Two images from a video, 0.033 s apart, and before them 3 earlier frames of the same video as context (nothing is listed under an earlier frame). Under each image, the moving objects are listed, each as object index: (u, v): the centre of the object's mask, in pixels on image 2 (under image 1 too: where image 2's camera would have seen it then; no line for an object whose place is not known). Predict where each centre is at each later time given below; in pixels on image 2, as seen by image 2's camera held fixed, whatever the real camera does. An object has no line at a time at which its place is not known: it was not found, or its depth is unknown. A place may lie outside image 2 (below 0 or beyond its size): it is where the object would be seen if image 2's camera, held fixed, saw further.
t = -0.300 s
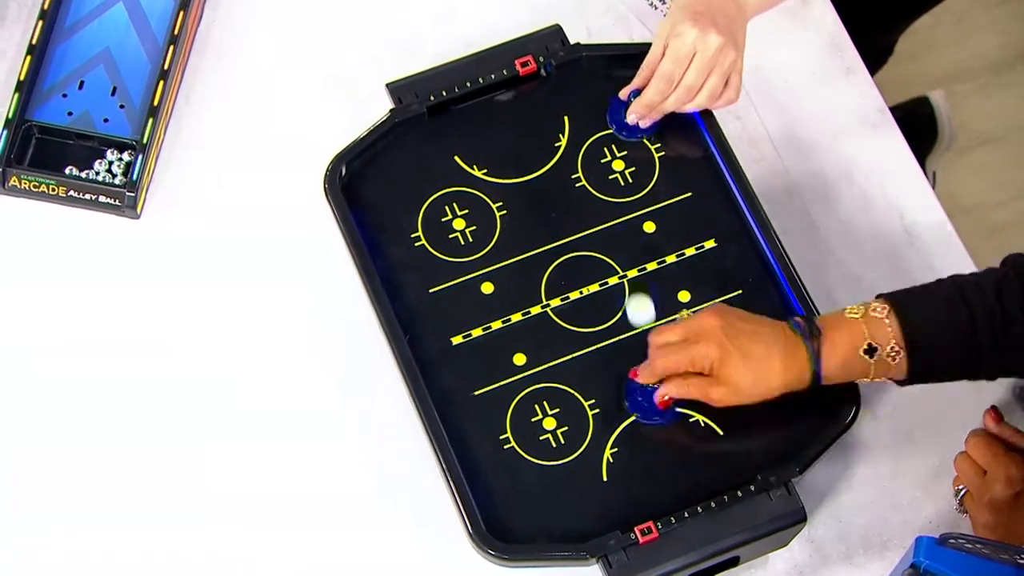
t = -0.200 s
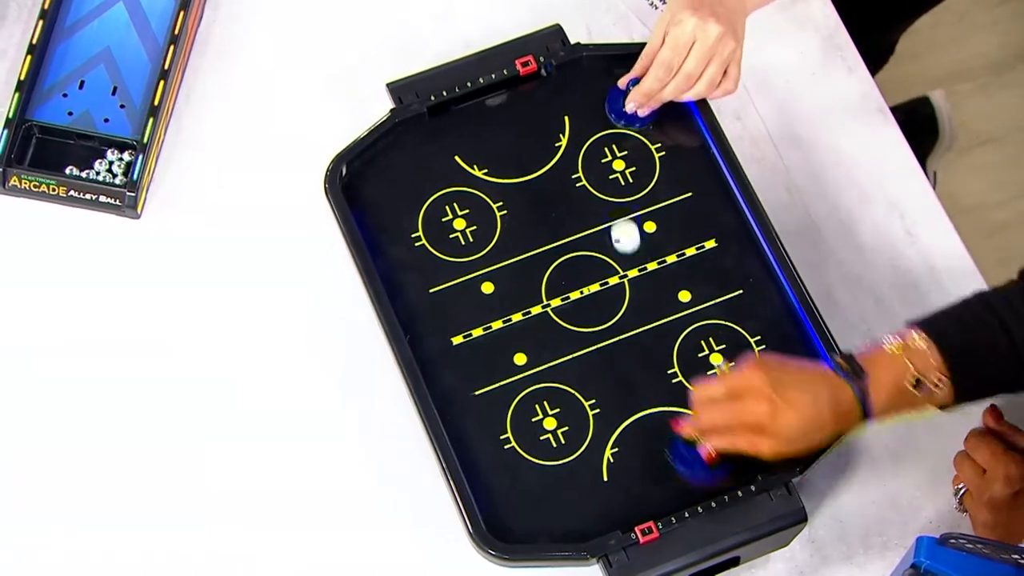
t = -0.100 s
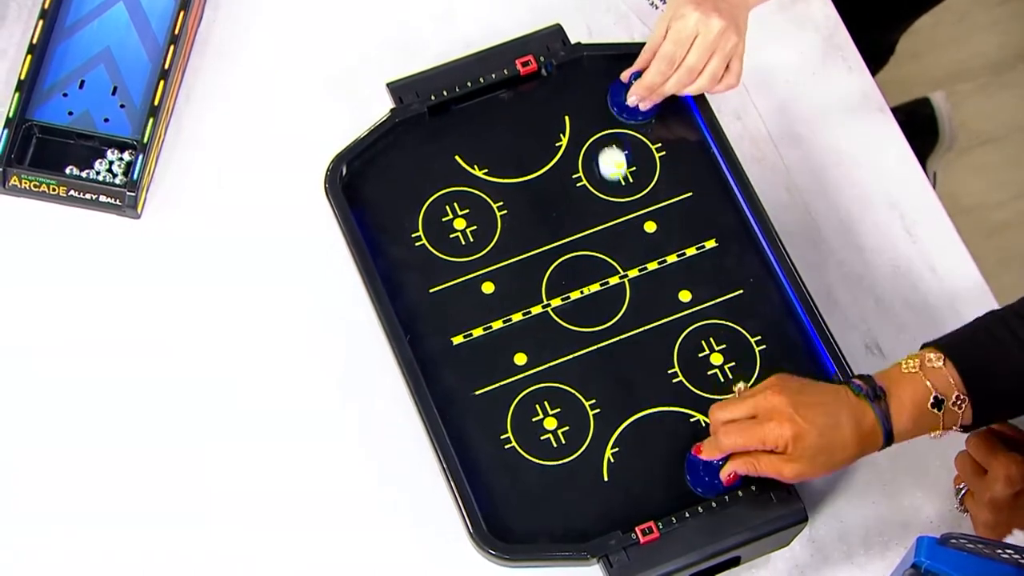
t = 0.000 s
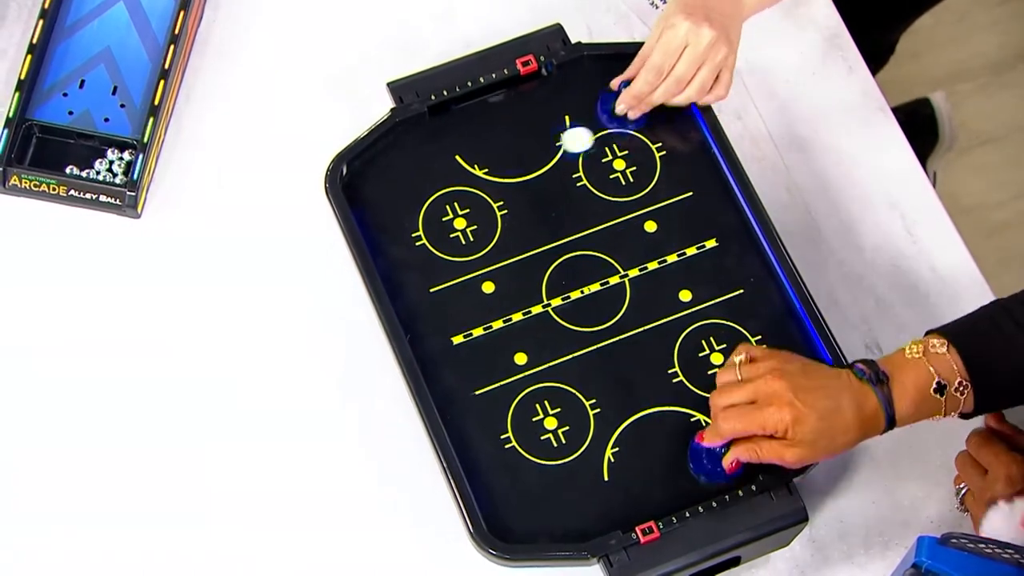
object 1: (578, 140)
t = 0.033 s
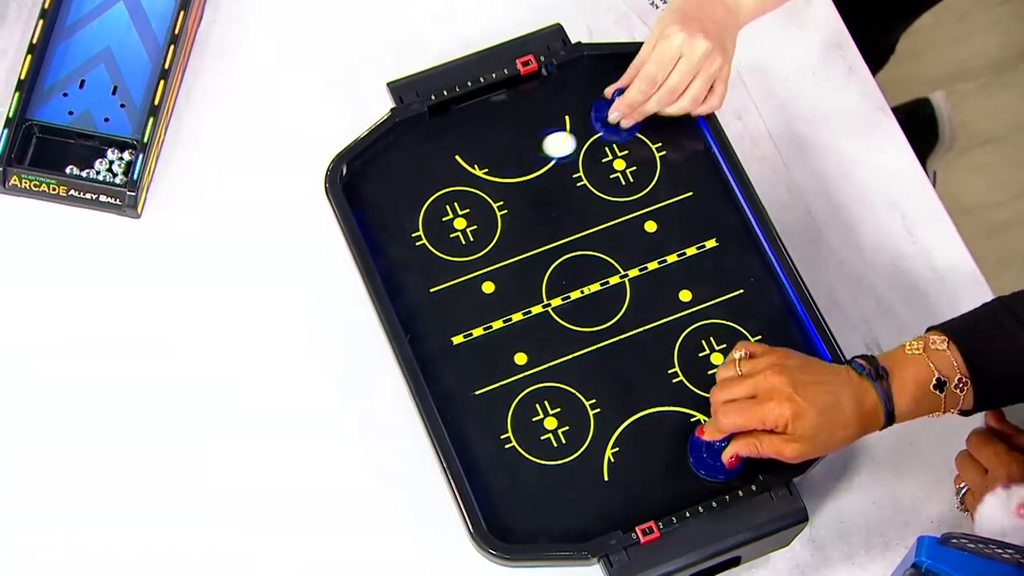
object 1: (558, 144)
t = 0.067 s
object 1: (540, 149)
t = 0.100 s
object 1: (523, 154)
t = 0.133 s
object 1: (506, 159)
